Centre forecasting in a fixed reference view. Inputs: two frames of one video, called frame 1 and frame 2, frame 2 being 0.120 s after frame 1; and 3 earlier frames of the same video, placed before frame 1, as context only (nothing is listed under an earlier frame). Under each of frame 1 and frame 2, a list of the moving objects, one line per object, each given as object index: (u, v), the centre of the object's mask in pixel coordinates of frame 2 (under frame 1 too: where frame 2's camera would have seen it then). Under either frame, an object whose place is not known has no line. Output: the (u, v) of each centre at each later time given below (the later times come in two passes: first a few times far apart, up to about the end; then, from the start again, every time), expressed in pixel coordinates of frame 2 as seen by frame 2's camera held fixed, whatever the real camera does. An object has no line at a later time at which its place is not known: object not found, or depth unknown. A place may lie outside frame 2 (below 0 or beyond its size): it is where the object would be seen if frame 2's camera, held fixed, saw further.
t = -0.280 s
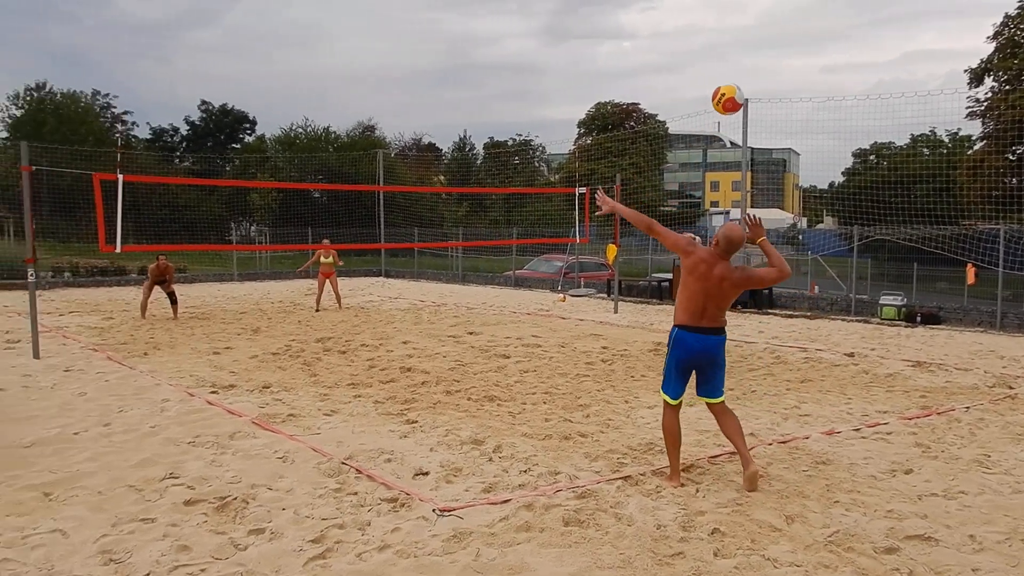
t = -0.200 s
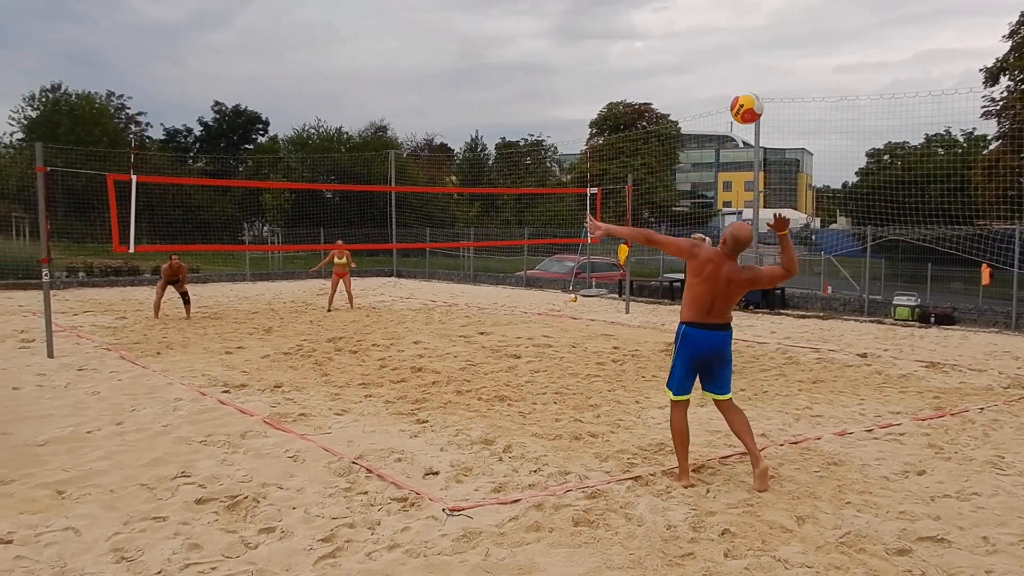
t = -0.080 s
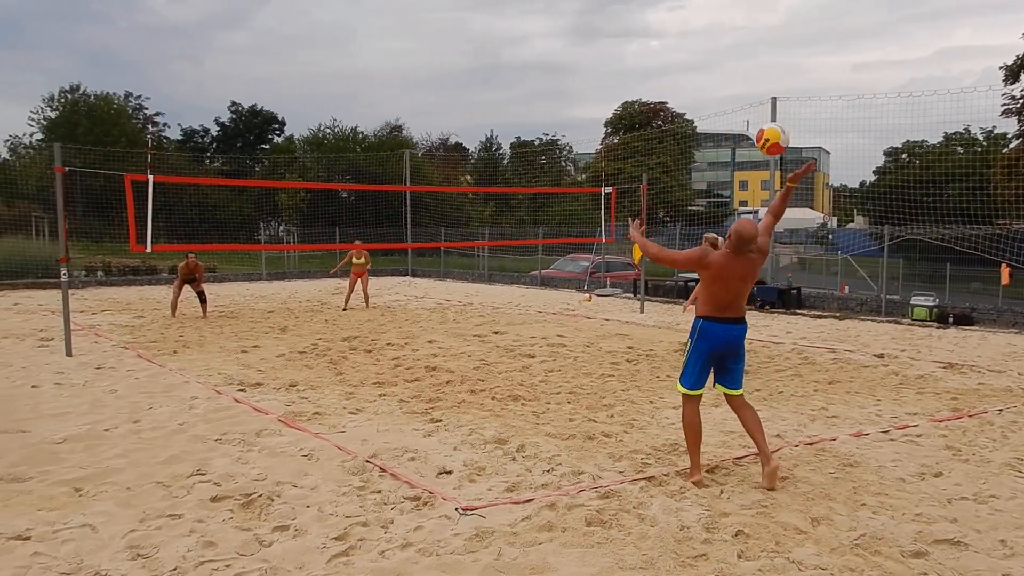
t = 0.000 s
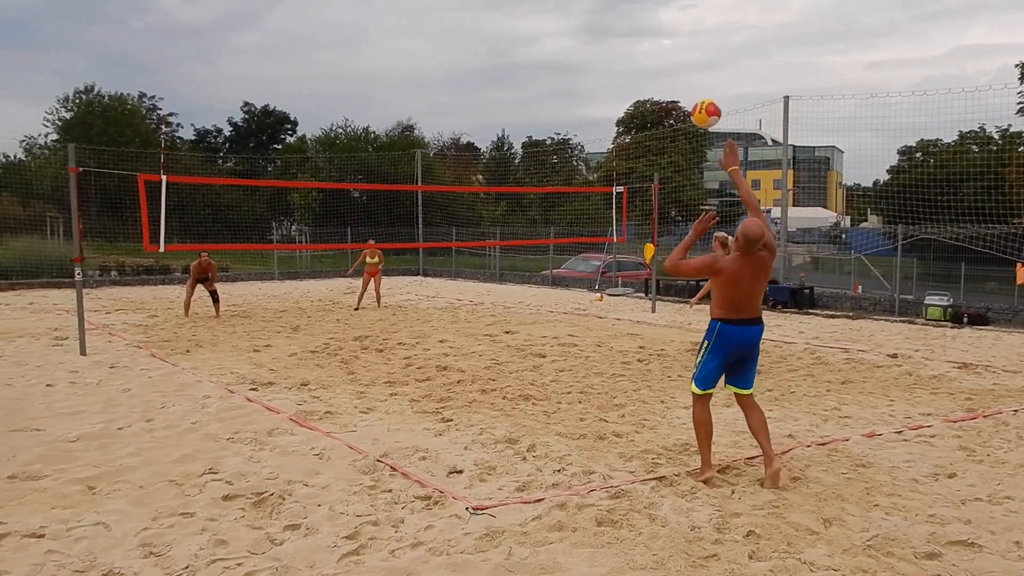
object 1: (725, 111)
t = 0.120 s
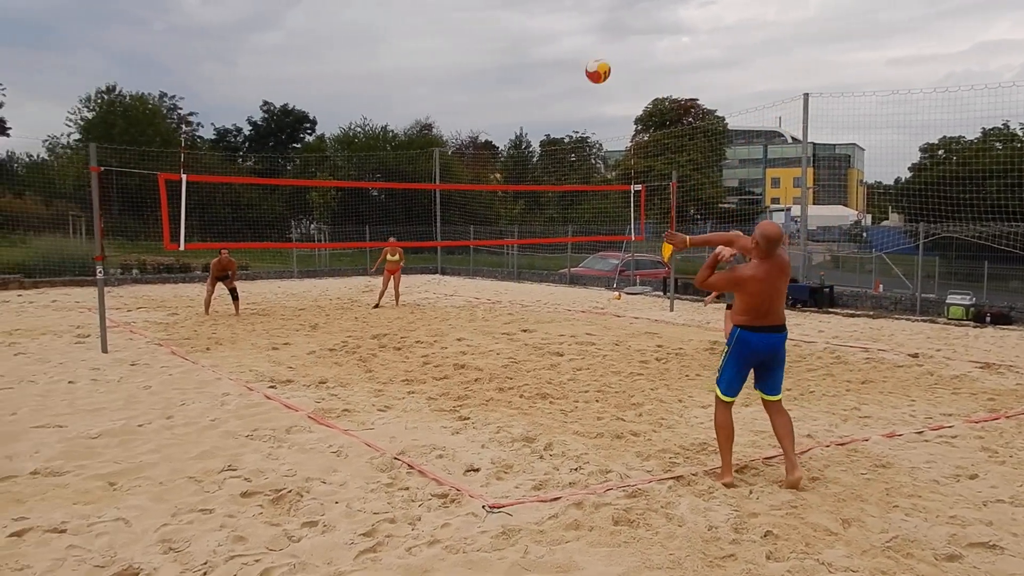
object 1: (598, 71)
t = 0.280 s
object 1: (482, 52)
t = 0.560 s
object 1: (361, 81)
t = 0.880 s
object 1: (286, 164)
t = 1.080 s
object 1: (262, 227)
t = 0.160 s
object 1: (565, 64)
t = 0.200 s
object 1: (534, 57)
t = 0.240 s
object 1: (507, 54)
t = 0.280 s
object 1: (482, 52)
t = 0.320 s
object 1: (459, 53)
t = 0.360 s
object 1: (439, 55)
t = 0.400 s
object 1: (420, 58)
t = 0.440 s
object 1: (403, 63)
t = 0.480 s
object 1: (388, 68)
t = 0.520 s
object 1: (374, 74)
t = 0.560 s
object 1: (361, 81)
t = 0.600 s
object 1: (349, 90)
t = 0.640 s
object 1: (337, 99)
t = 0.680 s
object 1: (327, 109)
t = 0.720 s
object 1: (317, 119)
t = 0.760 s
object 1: (309, 129)
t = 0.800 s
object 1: (299, 141)
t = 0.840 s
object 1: (293, 152)
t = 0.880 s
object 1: (286, 164)
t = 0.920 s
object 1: (281, 174)
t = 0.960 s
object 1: (275, 189)
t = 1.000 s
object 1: (270, 200)
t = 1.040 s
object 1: (266, 214)
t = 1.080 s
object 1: (262, 227)
